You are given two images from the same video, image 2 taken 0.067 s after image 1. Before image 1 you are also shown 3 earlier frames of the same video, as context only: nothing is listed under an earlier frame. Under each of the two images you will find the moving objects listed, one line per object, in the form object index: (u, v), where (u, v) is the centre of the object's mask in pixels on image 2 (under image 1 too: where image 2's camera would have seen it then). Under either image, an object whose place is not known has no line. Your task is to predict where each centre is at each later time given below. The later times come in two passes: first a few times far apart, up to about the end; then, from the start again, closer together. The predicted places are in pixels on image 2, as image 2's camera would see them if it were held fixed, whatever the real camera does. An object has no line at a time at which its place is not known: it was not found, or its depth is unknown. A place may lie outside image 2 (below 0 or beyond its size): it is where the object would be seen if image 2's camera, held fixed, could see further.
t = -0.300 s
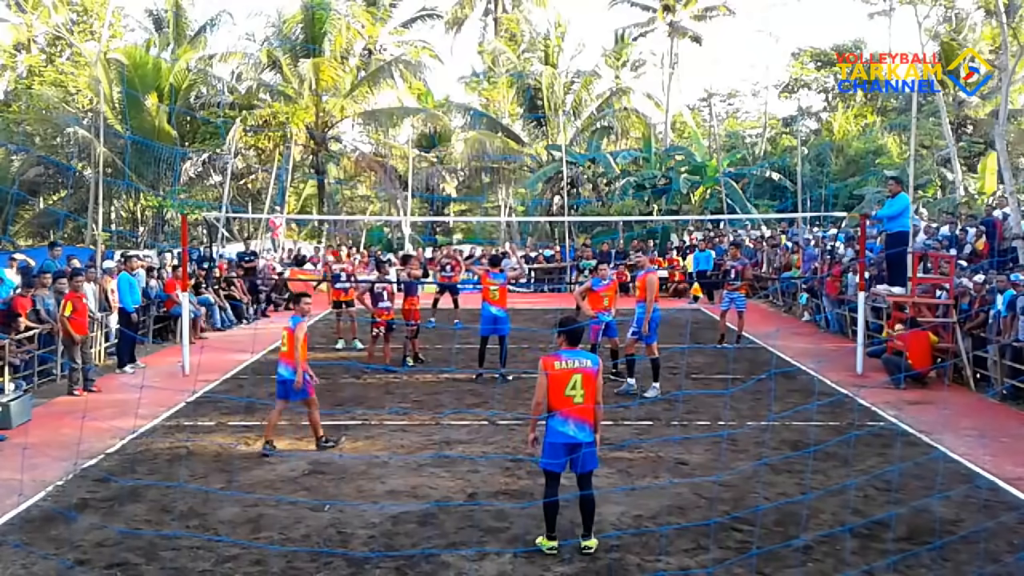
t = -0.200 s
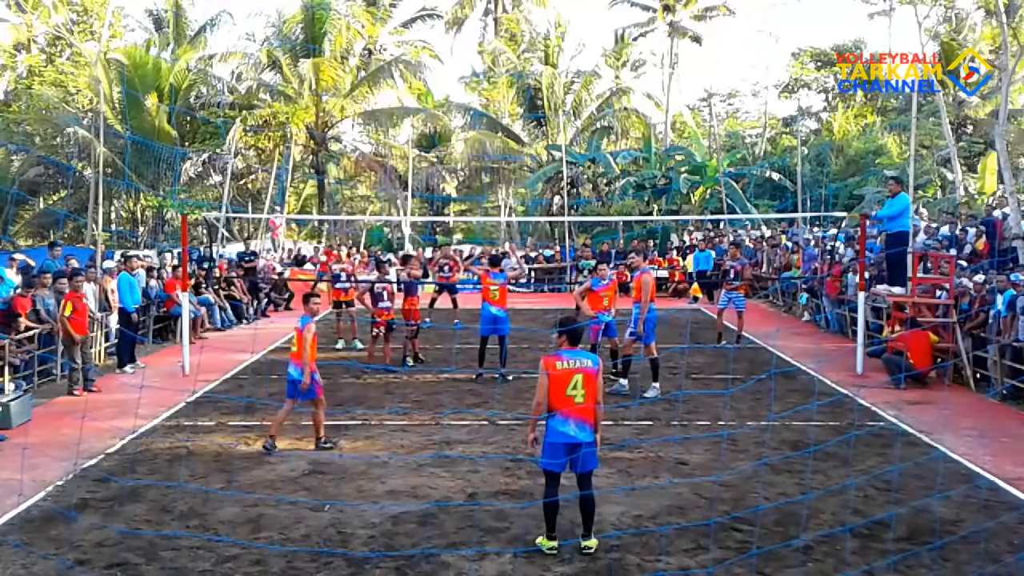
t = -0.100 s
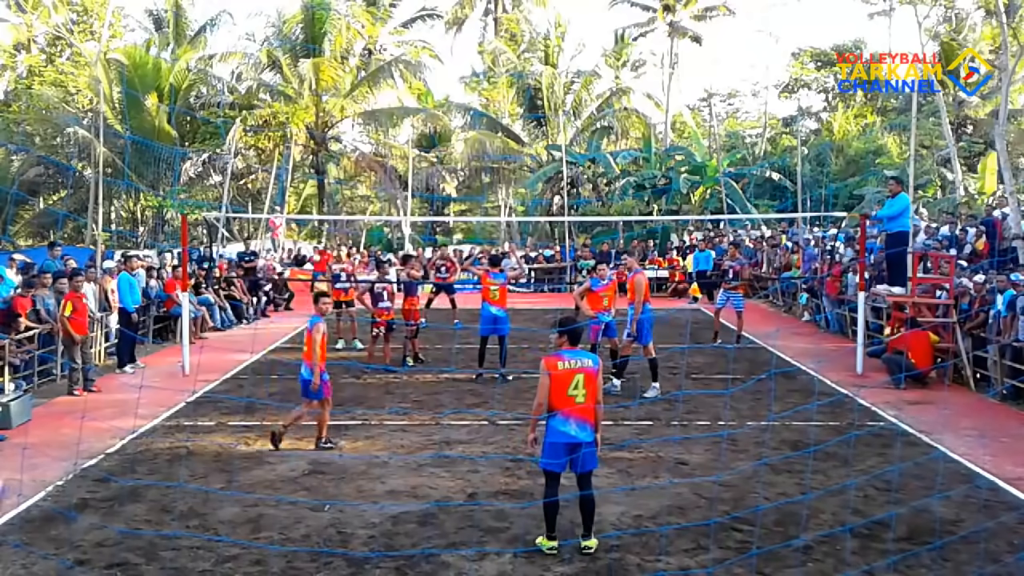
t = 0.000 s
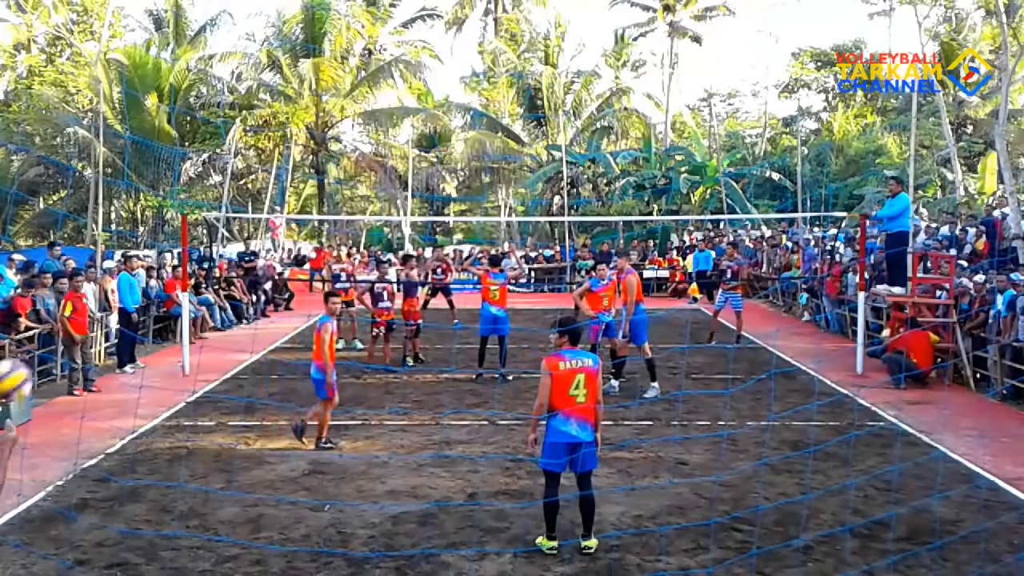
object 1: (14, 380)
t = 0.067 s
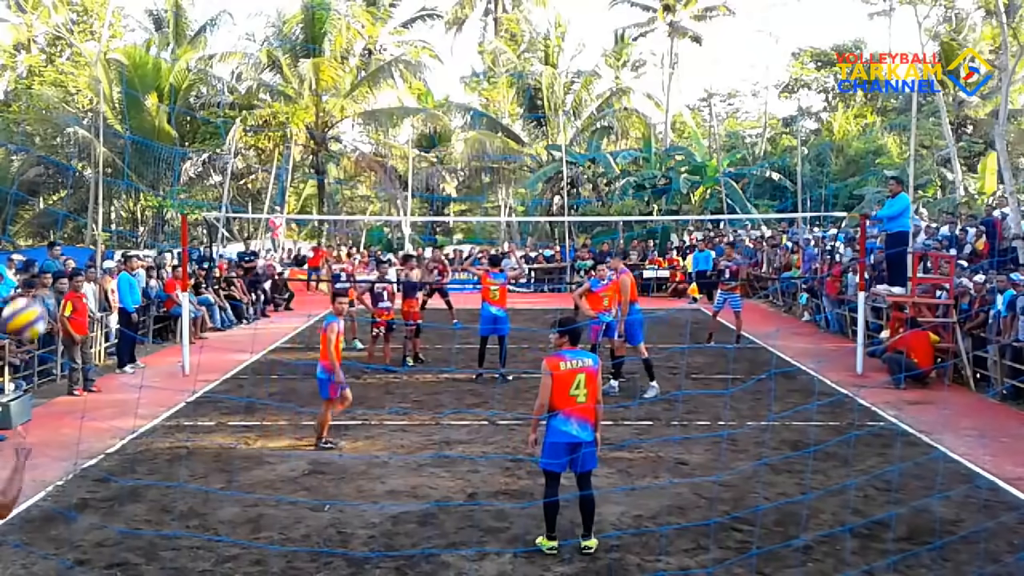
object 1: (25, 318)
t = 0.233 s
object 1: (62, 203)
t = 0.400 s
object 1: (99, 142)
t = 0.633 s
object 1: (150, 140)
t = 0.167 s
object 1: (48, 242)
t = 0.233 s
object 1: (62, 203)
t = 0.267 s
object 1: (70, 186)
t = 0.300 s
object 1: (77, 172)
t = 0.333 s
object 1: (85, 159)
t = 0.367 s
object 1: (92, 150)
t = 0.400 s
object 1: (99, 142)
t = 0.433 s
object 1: (107, 135)
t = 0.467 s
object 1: (114, 132)
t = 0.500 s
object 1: (122, 130)
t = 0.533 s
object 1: (129, 129)
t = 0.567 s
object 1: (136, 131)
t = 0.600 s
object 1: (143, 134)
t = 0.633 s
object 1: (150, 140)
